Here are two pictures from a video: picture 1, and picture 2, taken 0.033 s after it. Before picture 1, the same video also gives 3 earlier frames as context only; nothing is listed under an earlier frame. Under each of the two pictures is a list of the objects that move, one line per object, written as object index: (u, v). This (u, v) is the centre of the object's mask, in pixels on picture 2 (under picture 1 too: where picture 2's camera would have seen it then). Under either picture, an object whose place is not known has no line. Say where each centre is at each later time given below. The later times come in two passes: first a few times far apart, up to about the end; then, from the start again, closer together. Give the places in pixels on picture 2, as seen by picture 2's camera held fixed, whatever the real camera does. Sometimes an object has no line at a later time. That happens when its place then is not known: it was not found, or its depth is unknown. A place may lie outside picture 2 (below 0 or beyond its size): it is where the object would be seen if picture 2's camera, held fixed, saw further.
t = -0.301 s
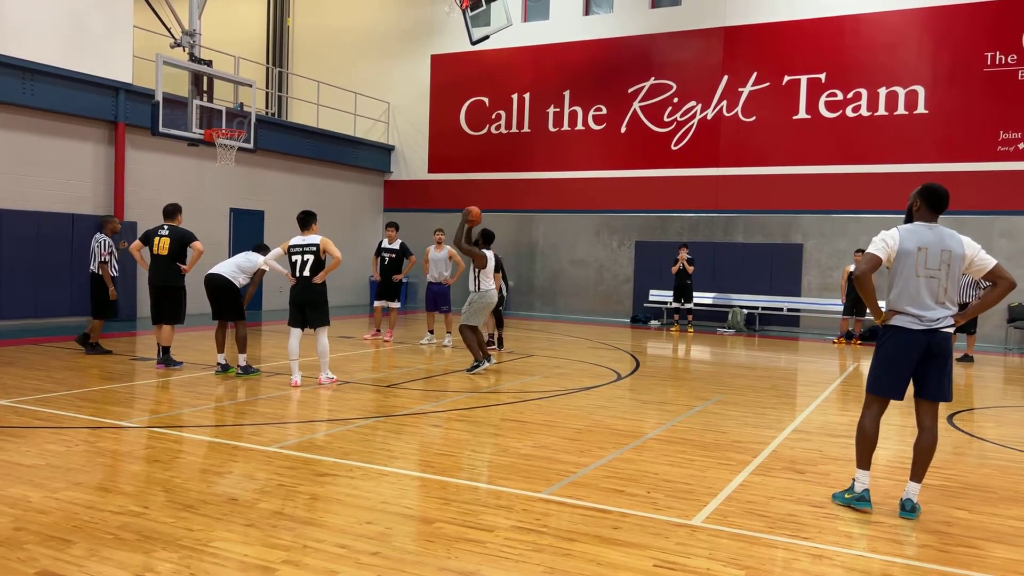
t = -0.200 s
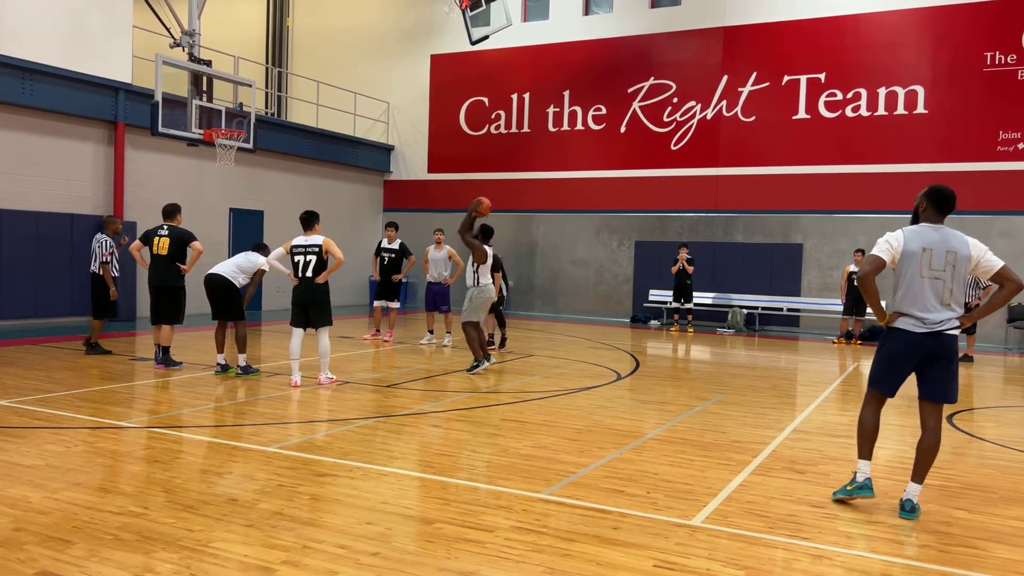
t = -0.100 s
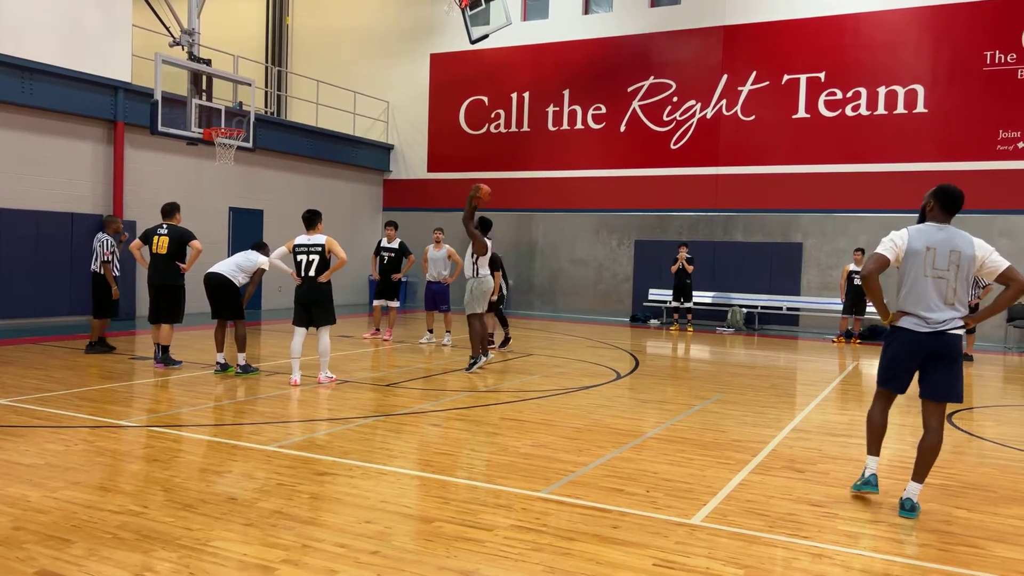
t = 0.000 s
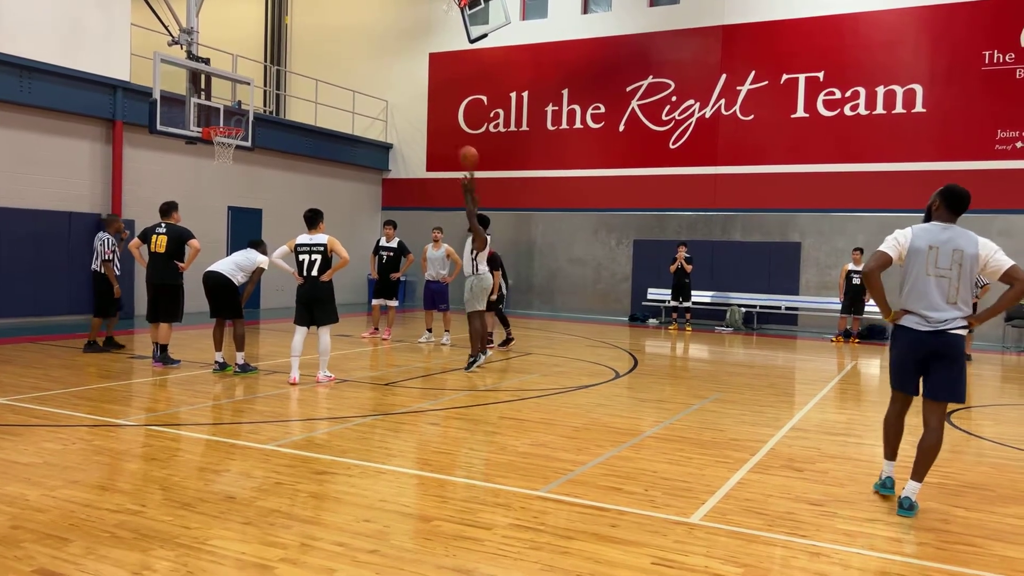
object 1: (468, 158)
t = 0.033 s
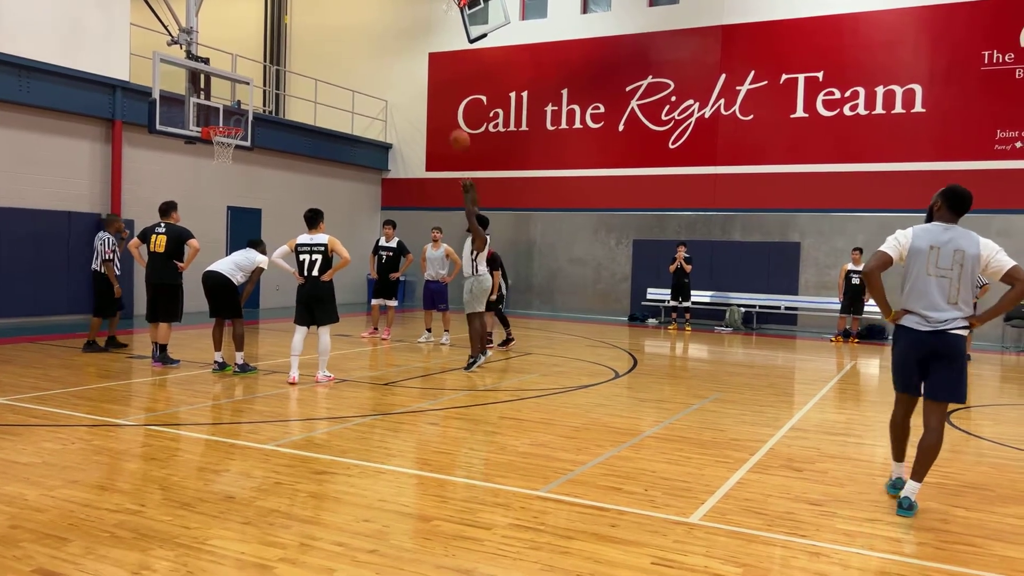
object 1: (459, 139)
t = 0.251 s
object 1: (407, 60)
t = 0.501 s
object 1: (352, 18)
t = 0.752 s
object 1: (301, 25)
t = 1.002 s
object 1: (253, 75)
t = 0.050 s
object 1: (455, 131)
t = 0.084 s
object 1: (448, 117)
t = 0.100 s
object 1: (443, 109)
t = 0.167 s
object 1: (427, 85)
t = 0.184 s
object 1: (423, 80)
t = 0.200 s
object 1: (419, 74)
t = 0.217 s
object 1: (415, 69)
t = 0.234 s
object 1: (412, 64)
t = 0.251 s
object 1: (407, 60)
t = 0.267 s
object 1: (404, 55)
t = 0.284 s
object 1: (400, 51)
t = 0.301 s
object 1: (396, 47)
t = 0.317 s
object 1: (392, 43)
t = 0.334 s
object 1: (389, 40)
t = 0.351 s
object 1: (385, 37)
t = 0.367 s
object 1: (381, 34)
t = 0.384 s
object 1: (377, 31)
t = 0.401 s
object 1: (374, 29)
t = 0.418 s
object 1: (370, 26)
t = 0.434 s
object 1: (367, 24)
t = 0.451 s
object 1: (363, 22)
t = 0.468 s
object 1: (359, 21)
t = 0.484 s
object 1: (356, 19)
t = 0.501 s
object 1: (352, 18)
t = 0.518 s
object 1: (349, 17)
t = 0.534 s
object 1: (345, 16)
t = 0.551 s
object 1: (342, 16)
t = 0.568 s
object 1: (338, 15)
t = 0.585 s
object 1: (335, 15)
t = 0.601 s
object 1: (331, 15)
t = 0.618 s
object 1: (328, 16)
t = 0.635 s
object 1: (324, 16)
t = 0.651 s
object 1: (321, 17)
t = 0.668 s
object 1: (318, 18)
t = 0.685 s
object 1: (314, 19)
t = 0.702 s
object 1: (311, 20)
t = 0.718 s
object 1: (307, 22)
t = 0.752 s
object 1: (301, 25)
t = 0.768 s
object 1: (298, 27)
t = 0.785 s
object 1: (294, 29)
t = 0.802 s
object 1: (291, 32)
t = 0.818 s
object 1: (288, 34)
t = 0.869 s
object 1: (277, 44)
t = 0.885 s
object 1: (274, 47)
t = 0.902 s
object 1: (271, 50)
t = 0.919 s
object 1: (268, 54)
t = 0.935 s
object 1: (265, 58)
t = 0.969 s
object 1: (259, 66)
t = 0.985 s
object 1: (256, 70)
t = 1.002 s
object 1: (253, 75)
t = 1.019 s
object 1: (250, 80)
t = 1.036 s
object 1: (247, 85)
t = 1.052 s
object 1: (243, 90)
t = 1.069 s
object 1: (241, 95)
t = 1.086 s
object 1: (238, 100)
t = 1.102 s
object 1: (235, 105)
